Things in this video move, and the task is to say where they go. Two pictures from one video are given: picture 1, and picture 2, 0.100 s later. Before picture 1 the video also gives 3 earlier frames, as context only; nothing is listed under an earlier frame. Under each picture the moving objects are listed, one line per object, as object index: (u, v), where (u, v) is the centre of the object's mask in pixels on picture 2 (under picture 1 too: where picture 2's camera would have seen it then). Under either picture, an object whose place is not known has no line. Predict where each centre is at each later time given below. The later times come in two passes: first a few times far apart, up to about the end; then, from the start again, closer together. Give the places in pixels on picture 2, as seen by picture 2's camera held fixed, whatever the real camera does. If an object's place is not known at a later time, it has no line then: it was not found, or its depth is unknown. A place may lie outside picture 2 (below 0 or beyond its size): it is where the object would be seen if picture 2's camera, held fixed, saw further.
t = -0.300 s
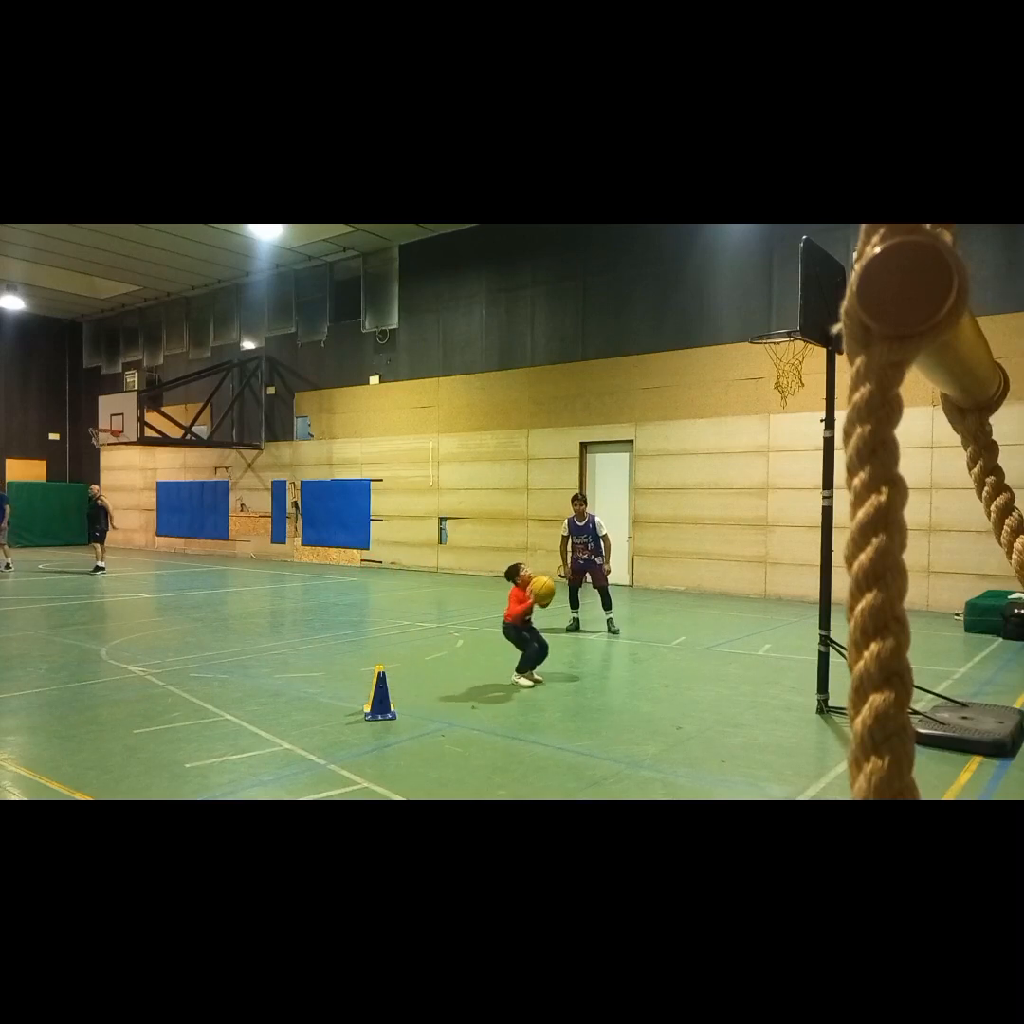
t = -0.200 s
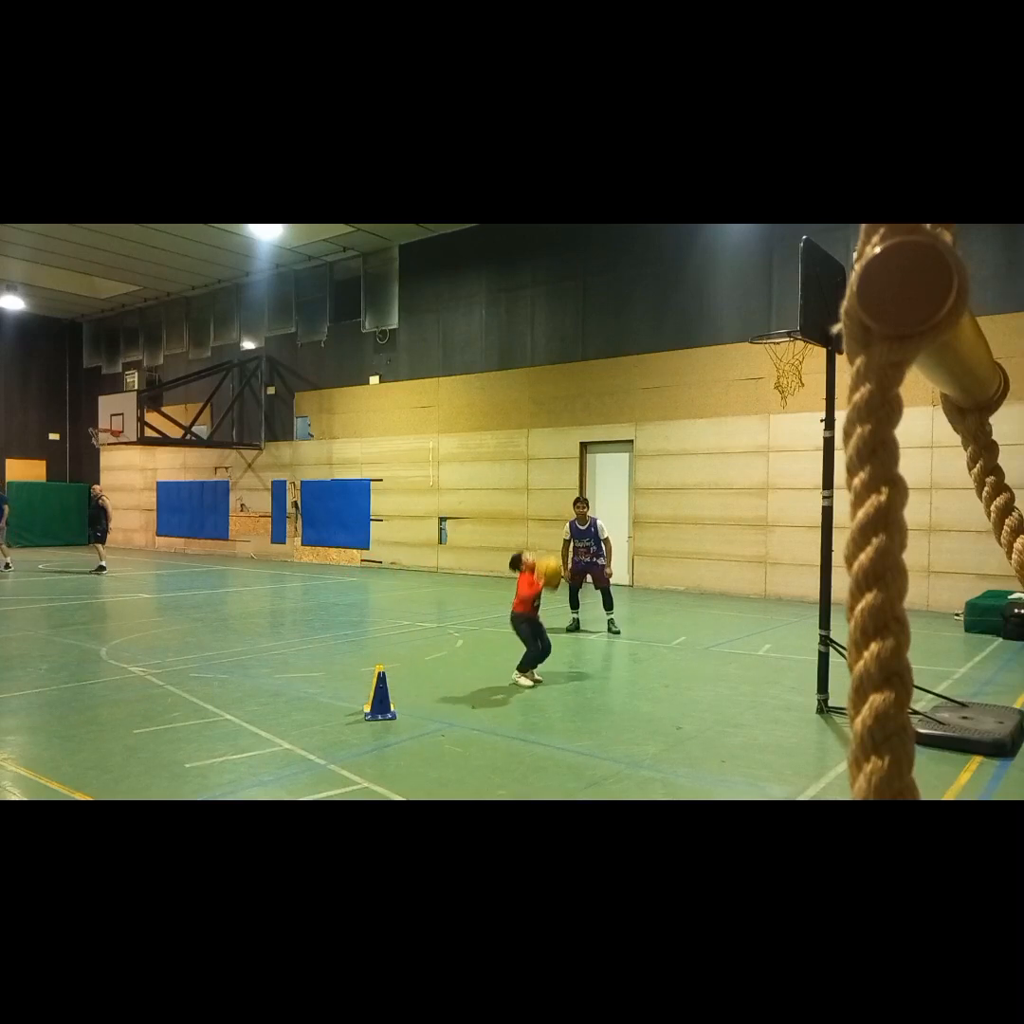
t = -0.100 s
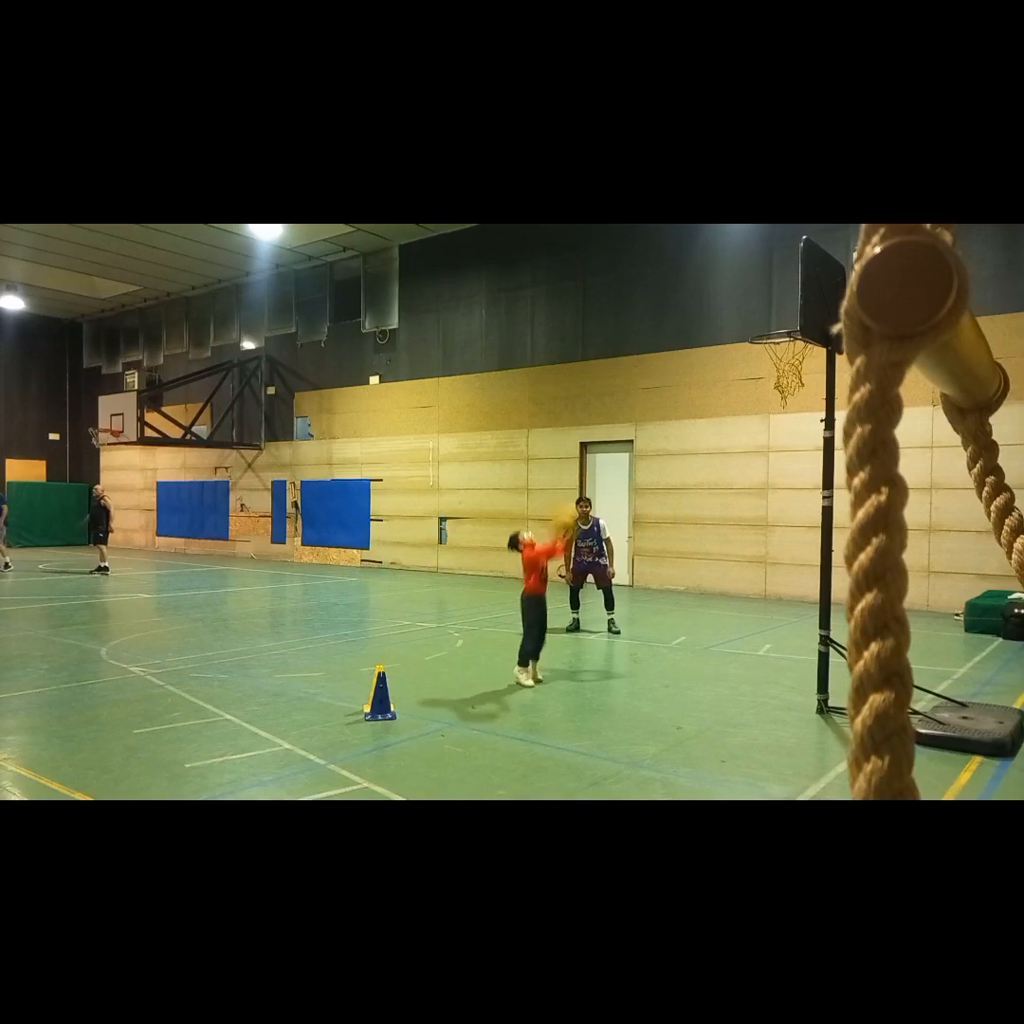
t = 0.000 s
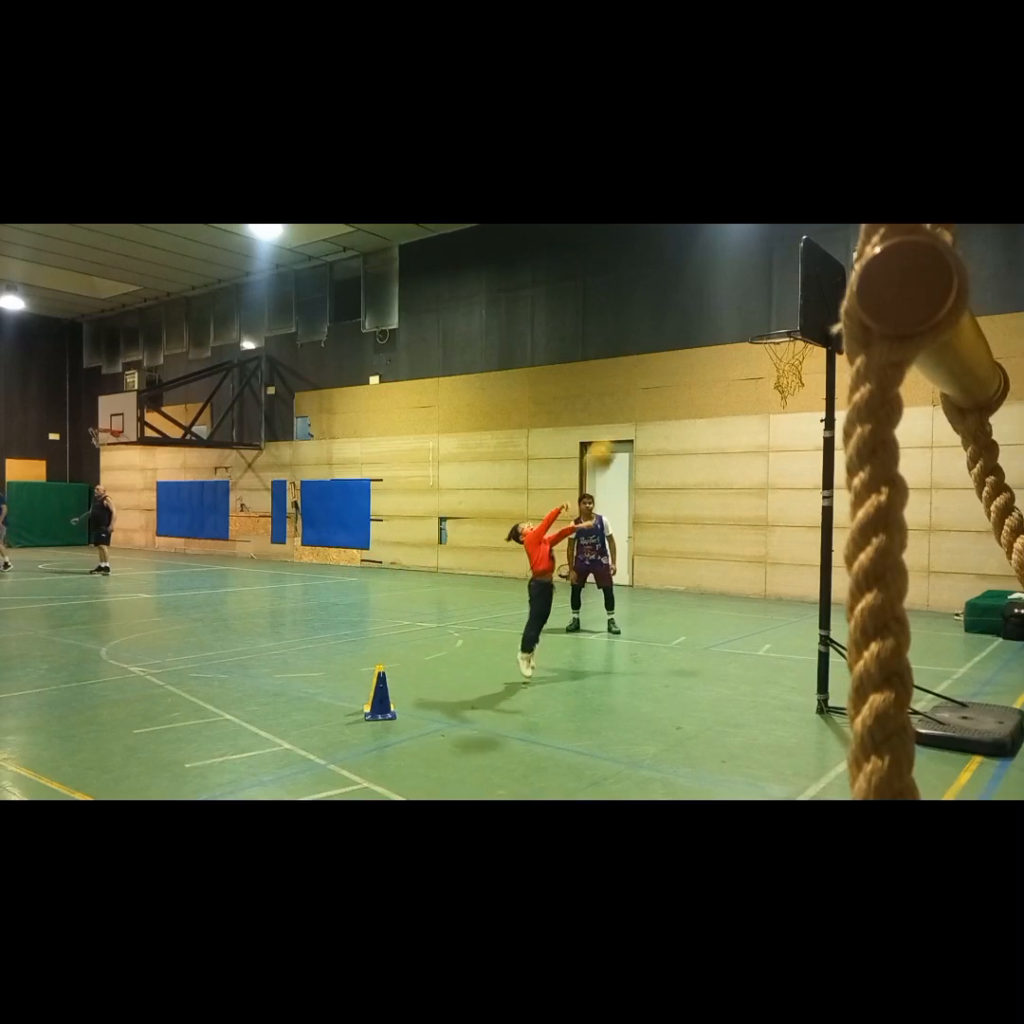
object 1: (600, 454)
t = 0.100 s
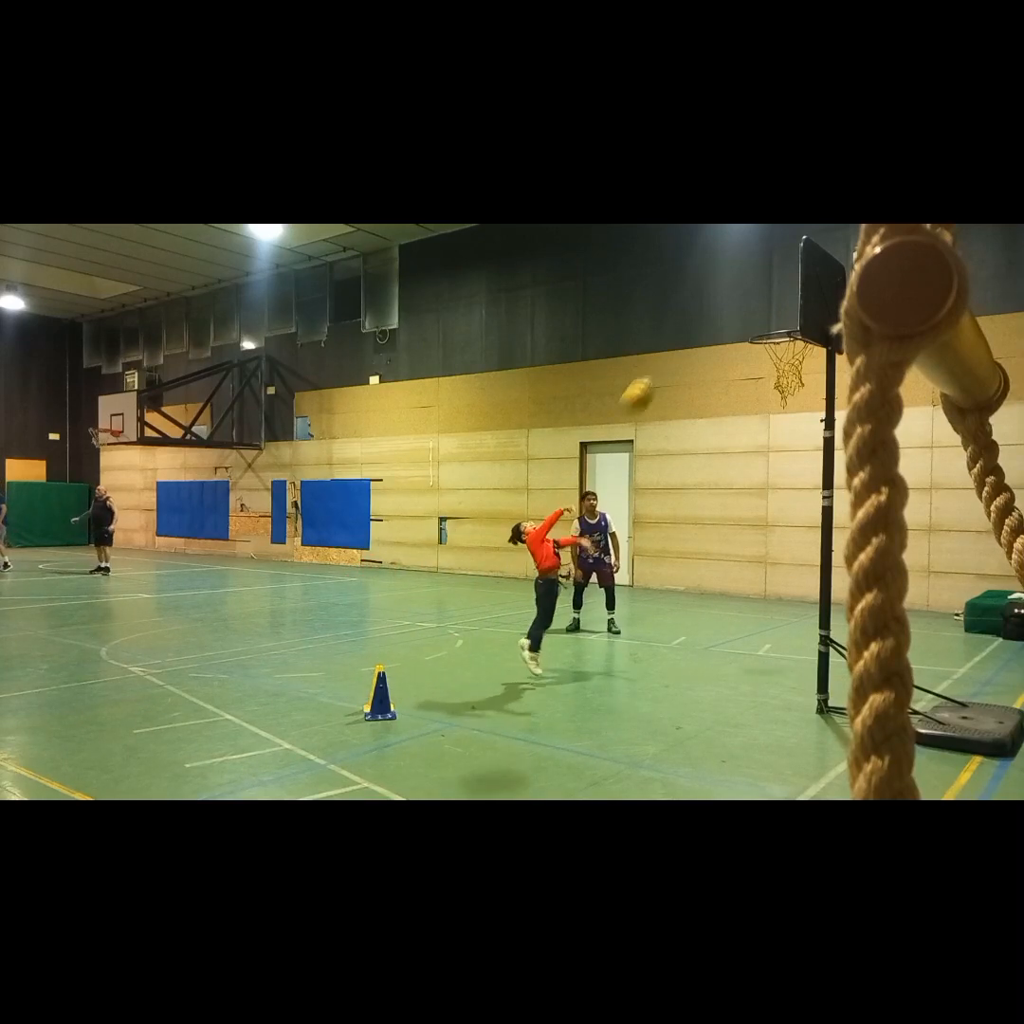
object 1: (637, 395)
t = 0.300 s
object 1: (716, 305)
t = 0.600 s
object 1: (796, 274)
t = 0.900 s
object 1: (772, 348)
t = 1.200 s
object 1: (707, 484)
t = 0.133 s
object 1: (652, 375)
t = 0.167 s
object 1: (665, 359)
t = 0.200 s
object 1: (677, 345)
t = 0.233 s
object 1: (690, 330)
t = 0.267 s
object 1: (703, 317)
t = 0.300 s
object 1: (716, 305)
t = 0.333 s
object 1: (729, 293)
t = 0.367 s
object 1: (744, 284)
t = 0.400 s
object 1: (757, 275)
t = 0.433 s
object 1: (772, 271)
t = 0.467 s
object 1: (784, 265)
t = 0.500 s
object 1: (792, 263)
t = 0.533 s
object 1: (796, 266)
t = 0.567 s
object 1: (796, 269)
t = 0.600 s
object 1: (796, 274)
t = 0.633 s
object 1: (796, 280)
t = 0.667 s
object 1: (795, 287)
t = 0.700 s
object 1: (795, 296)
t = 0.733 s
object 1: (793, 306)
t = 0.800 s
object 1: (789, 321)
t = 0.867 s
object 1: (778, 340)
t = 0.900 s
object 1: (772, 348)
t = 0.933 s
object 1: (764, 359)
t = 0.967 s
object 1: (758, 371)
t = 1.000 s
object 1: (751, 382)
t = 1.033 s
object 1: (744, 396)
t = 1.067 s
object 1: (737, 410)
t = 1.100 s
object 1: (728, 426)
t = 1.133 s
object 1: (721, 445)
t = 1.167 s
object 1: (714, 463)
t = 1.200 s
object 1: (707, 484)
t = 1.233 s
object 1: (701, 505)
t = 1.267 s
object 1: (695, 530)
